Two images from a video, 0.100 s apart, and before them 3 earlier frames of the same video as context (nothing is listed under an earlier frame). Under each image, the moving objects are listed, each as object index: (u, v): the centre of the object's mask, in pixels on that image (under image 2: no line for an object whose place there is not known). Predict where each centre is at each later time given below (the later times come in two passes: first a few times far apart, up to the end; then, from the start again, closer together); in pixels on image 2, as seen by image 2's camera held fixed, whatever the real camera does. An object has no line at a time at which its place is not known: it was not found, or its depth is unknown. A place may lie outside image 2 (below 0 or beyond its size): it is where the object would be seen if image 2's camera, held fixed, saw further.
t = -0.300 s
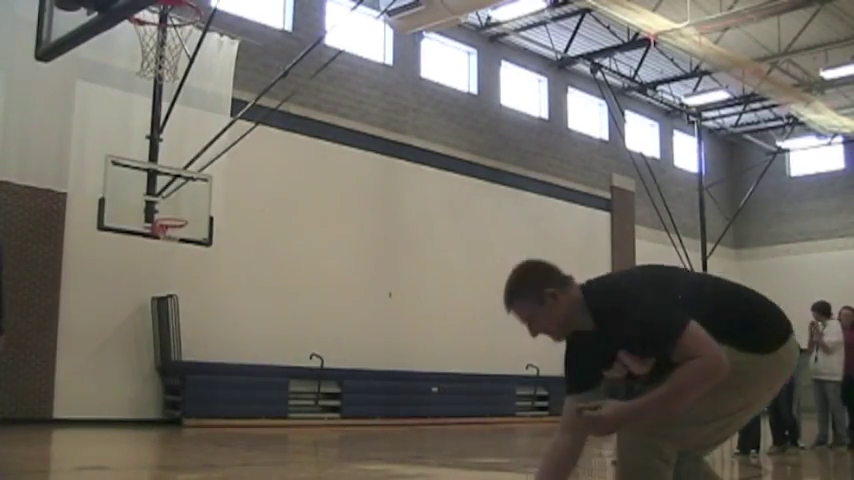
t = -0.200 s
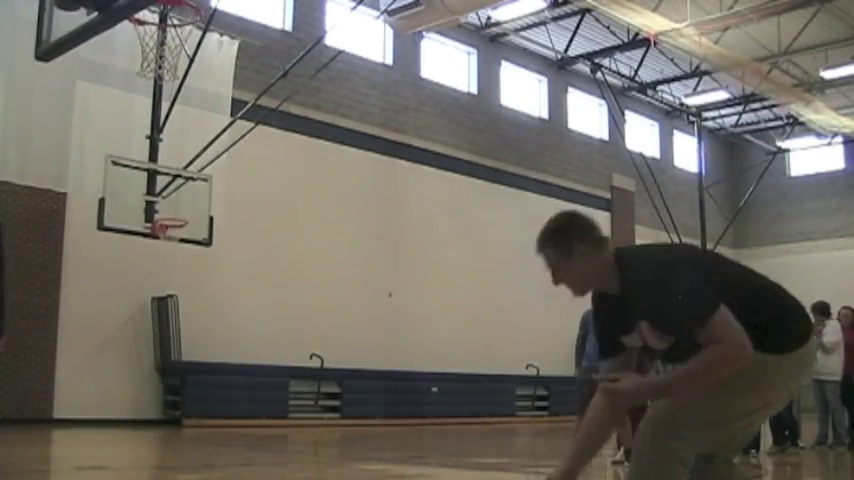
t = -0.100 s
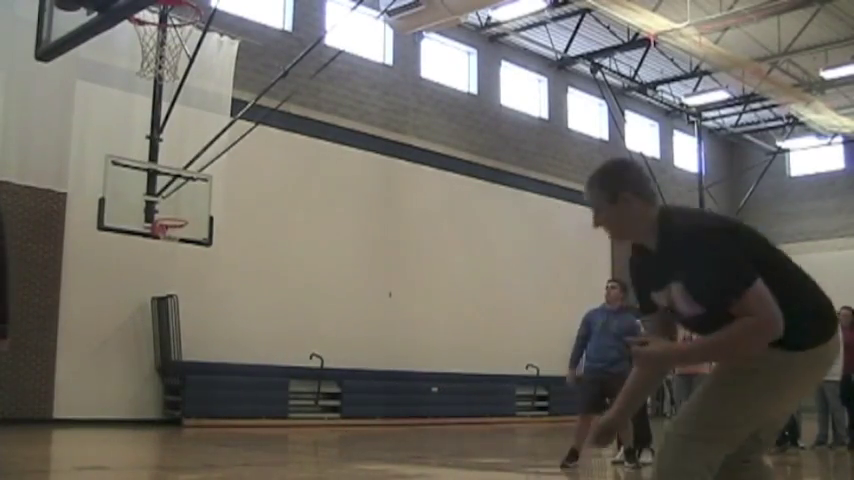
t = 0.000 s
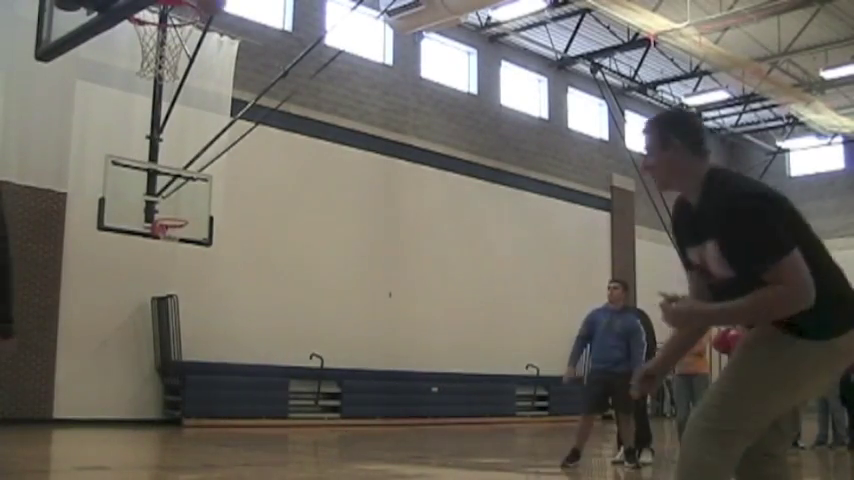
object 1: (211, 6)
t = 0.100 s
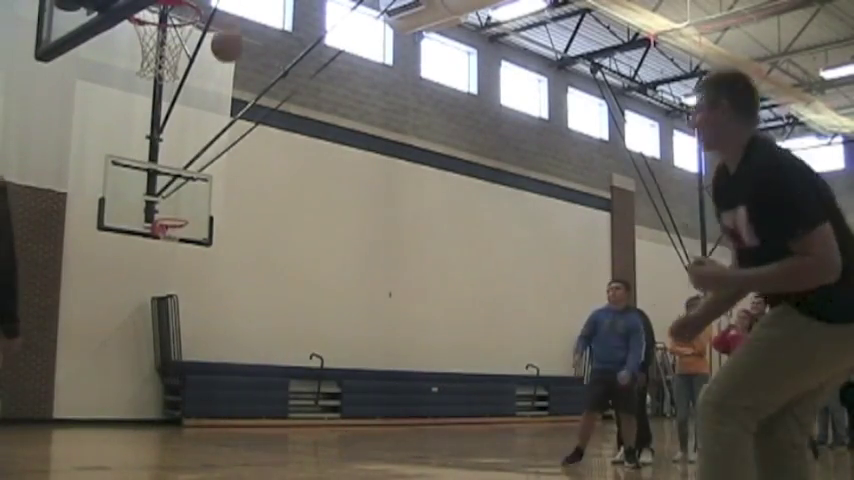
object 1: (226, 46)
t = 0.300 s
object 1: (258, 179)
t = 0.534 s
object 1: (293, 401)
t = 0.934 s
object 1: (310, 281)
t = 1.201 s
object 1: (312, 243)
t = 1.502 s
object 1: (310, 317)
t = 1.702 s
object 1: (306, 436)
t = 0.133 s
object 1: (231, 64)
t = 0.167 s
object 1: (236, 84)
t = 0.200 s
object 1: (242, 105)
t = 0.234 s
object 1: (248, 129)
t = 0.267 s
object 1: (253, 154)
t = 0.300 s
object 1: (258, 179)
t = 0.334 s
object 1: (263, 207)
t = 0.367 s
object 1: (269, 236)
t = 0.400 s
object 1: (274, 267)
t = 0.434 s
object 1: (279, 299)
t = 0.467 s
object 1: (284, 333)
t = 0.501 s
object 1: (288, 368)
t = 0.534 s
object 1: (293, 401)
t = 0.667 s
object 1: (304, 419)
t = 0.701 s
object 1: (305, 396)
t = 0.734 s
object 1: (306, 376)
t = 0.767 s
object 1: (308, 356)
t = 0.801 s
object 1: (308, 337)
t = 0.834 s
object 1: (309, 321)
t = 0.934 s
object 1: (310, 281)
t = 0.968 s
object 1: (311, 271)
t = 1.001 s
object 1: (311, 262)
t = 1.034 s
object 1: (311, 255)
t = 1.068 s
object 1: (312, 250)
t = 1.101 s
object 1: (312, 246)
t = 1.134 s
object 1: (312, 243)
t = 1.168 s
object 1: (312, 242)
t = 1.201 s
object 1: (312, 243)
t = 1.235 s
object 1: (312, 245)
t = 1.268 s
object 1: (312, 248)
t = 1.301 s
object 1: (312, 254)
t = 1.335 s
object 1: (312, 260)
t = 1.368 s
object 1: (311, 268)
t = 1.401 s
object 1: (311, 278)
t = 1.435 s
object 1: (311, 289)
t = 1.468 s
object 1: (310, 302)
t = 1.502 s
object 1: (310, 317)
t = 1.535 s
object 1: (310, 332)
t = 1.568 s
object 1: (309, 351)
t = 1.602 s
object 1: (309, 368)
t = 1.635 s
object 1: (308, 388)
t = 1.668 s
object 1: (306, 410)
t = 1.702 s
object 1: (306, 436)
